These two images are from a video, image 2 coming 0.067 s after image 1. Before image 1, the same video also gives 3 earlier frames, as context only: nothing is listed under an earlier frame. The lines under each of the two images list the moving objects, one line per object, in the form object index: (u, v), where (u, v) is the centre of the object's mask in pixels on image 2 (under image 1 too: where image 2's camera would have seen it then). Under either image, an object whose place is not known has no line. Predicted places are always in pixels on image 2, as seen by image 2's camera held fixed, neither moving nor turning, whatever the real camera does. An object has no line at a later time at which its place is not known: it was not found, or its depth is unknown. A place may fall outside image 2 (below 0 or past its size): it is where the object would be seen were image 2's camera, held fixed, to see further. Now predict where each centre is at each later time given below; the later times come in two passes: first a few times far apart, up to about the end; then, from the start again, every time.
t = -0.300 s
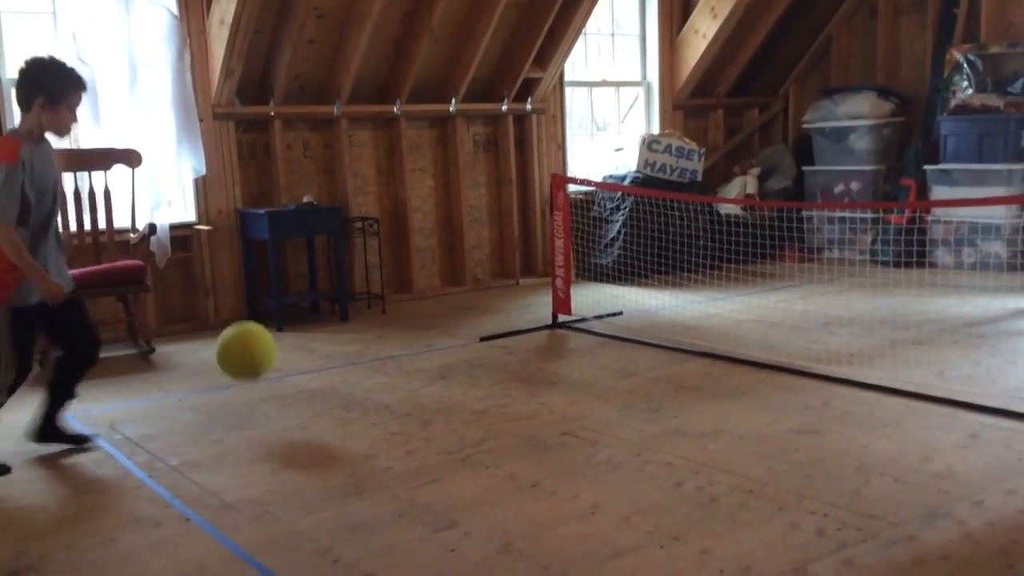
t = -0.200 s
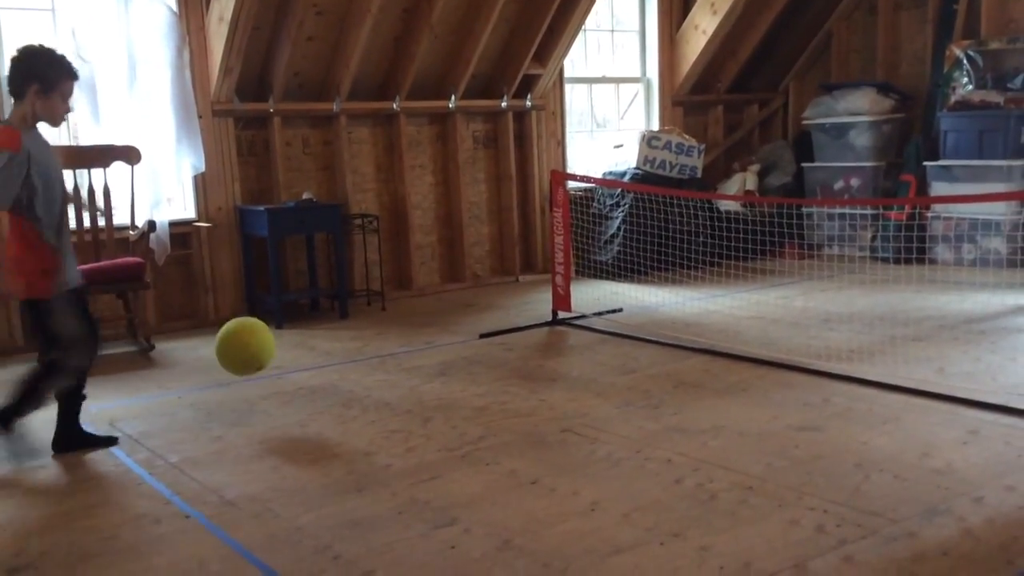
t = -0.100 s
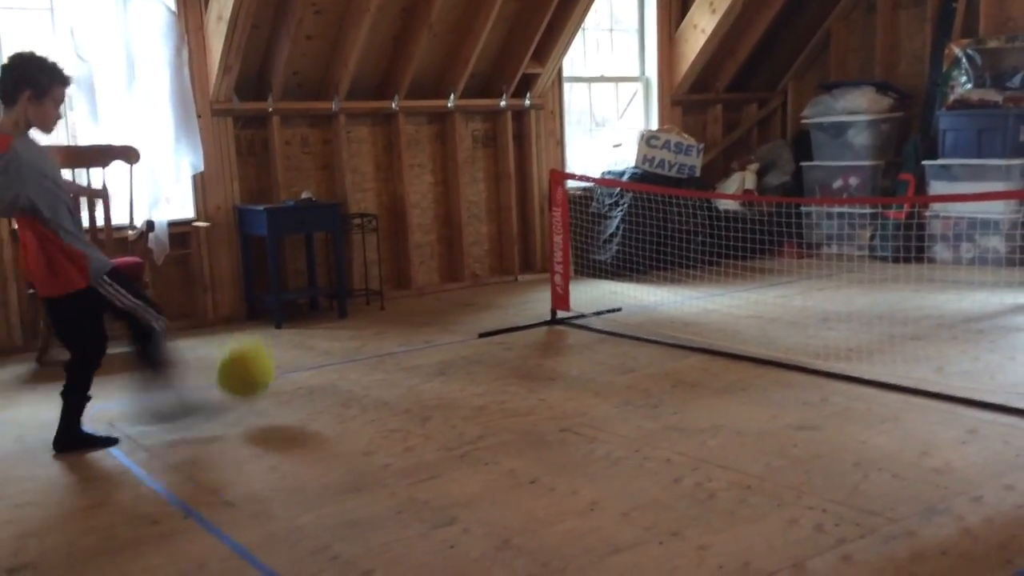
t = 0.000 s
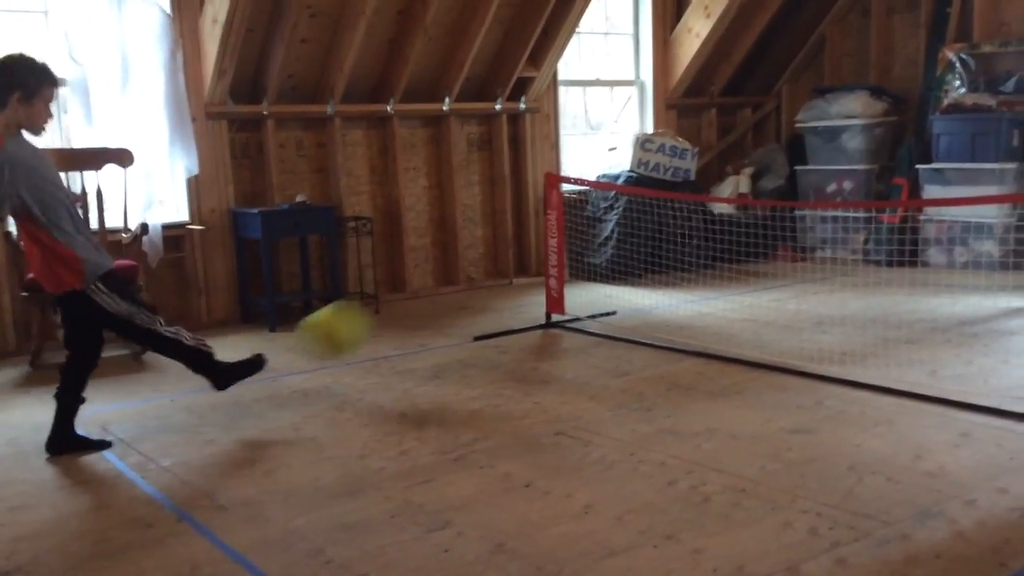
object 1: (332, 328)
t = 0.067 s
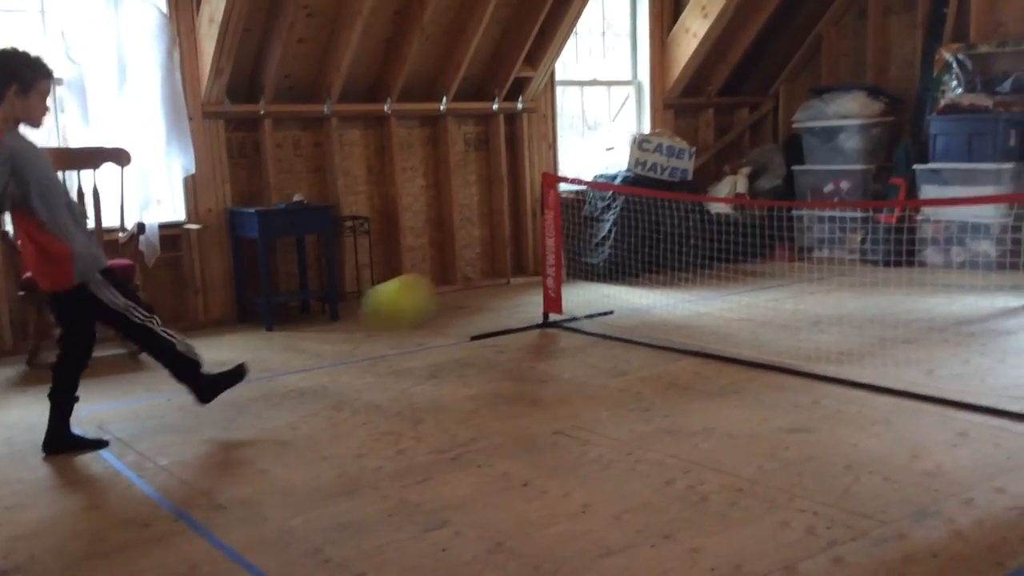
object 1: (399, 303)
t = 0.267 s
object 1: (564, 285)
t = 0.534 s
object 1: (652, 282)
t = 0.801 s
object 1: (627, 321)
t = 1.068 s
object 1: (608, 329)
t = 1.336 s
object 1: (585, 344)
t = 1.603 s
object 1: (562, 356)
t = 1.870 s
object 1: (539, 369)
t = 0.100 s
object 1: (429, 294)
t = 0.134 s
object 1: (458, 287)
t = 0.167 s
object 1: (485, 284)
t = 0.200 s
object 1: (512, 282)
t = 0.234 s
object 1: (538, 283)
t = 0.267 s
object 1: (564, 285)
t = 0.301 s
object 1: (589, 292)
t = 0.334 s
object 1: (612, 301)
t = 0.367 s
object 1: (630, 309)
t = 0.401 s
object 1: (639, 308)
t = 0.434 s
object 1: (646, 297)
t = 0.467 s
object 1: (649, 289)
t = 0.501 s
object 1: (651, 284)
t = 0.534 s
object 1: (652, 282)
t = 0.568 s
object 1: (651, 282)
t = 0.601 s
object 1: (649, 284)
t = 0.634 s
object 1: (647, 288)
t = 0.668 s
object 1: (643, 294)
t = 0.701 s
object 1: (639, 302)
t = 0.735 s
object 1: (634, 314)
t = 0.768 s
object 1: (630, 325)
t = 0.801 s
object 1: (627, 321)
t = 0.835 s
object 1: (624, 317)
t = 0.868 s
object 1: (622, 314)
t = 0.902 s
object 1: (619, 314)
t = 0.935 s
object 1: (617, 317)
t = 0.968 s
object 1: (615, 321)
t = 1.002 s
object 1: (613, 329)
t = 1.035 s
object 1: (610, 333)
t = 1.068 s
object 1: (608, 329)
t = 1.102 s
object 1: (605, 328)
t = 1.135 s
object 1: (602, 329)
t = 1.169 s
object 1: (599, 333)
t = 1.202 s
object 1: (596, 339)
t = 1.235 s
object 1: (593, 341)
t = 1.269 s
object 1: (591, 339)
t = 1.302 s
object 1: (588, 340)
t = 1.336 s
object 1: (585, 344)
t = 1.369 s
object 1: (582, 346)
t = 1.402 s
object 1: (580, 346)
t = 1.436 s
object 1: (577, 347)
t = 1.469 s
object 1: (574, 350)
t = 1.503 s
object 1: (571, 351)
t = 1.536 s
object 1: (568, 353)
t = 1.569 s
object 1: (565, 355)
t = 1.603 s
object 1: (562, 356)
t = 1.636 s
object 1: (559, 358)
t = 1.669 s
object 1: (557, 359)
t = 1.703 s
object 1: (553, 361)
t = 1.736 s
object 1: (550, 362)
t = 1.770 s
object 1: (548, 363)
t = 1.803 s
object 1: (545, 365)
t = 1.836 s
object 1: (542, 368)
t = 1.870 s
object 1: (539, 369)
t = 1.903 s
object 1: (537, 371)
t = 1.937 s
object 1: (534, 372)
